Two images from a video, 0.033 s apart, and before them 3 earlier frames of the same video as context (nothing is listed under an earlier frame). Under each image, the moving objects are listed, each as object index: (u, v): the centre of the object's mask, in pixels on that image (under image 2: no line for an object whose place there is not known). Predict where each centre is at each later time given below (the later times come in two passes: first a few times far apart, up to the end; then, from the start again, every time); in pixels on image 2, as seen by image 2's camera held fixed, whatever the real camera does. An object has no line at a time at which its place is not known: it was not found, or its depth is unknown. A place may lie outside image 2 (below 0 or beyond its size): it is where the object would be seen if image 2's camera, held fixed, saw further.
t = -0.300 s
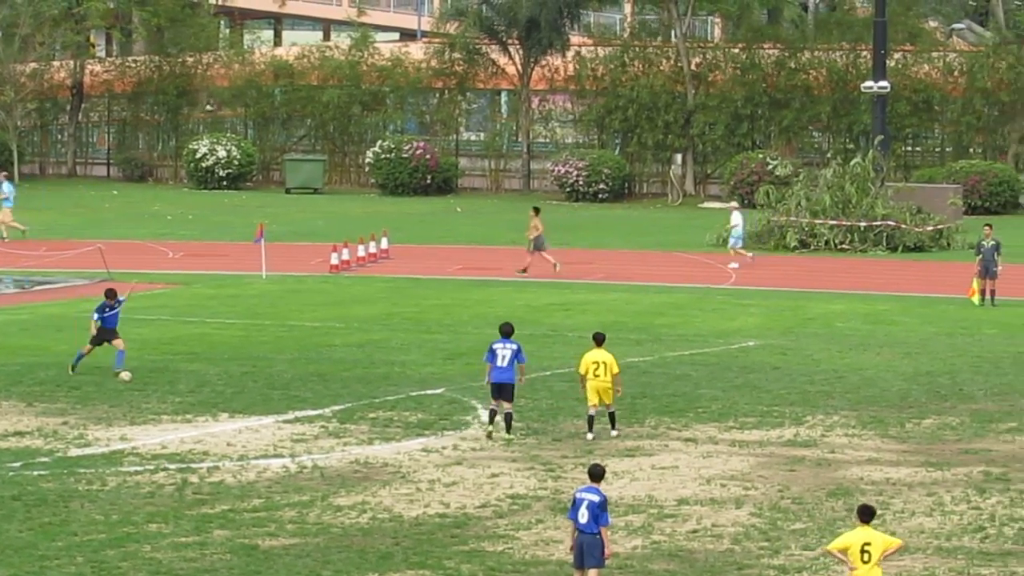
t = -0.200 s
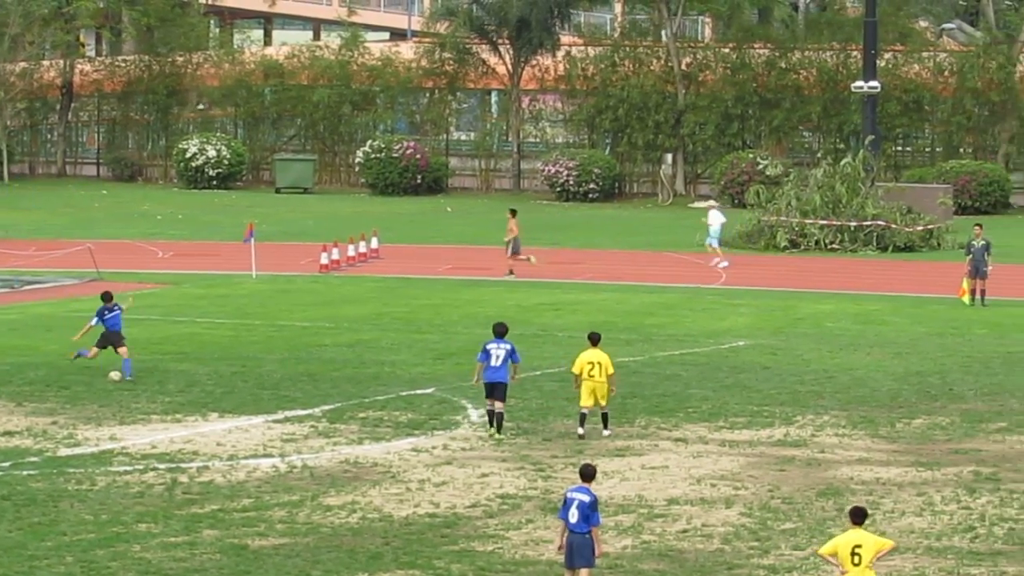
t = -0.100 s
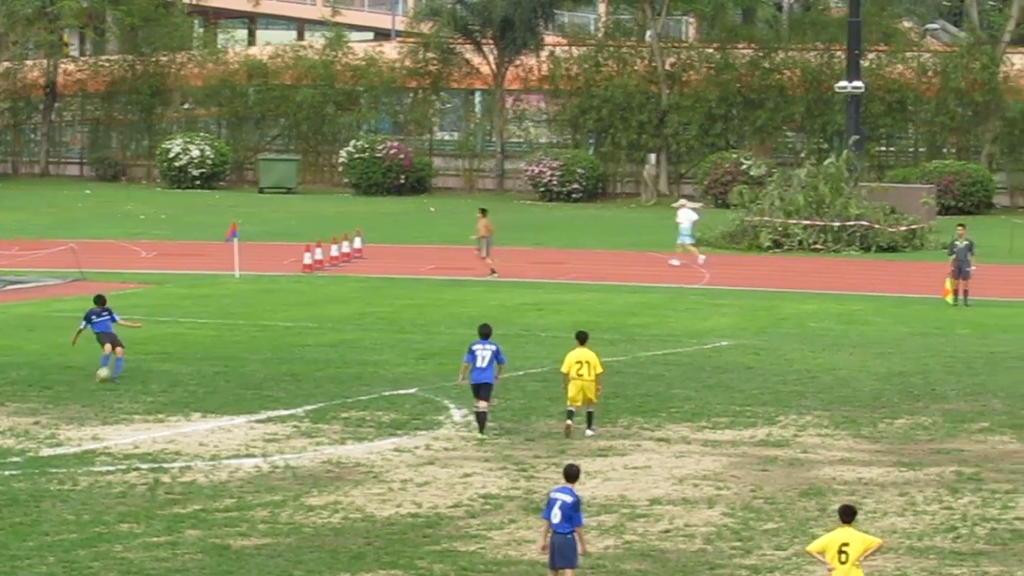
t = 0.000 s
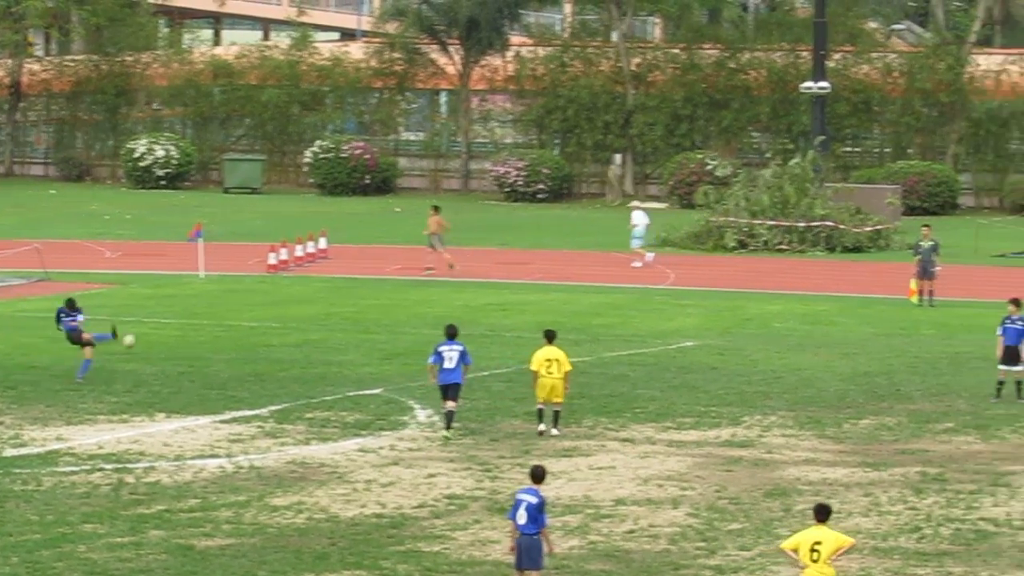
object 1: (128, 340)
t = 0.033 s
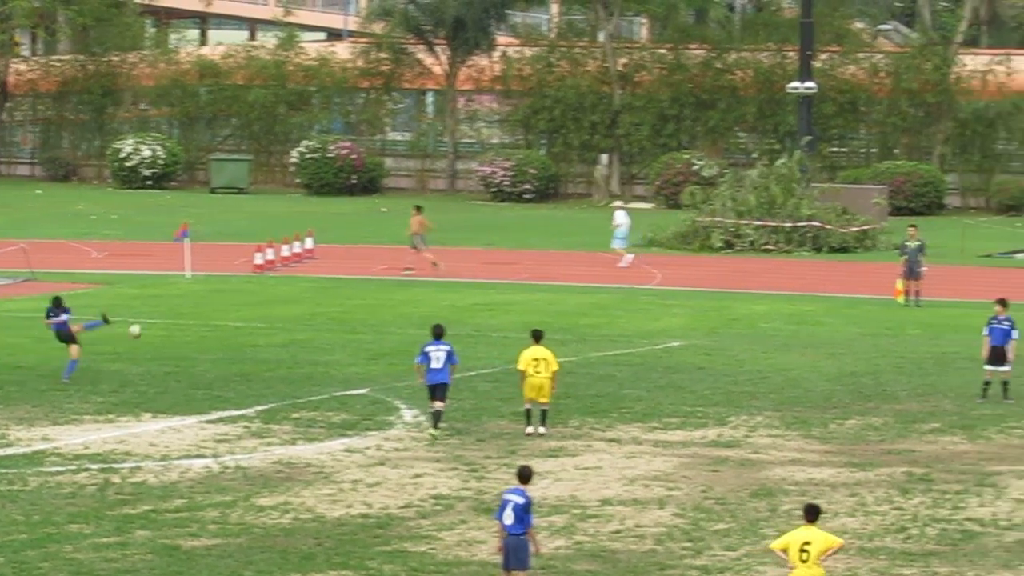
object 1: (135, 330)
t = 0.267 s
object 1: (280, 274)
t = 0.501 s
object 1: (417, 240)
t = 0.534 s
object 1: (438, 237)
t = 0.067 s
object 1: (156, 321)
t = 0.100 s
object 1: (177, 313)
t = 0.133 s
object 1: (197, 304)
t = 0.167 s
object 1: (218, 295)
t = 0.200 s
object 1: (239, 288)
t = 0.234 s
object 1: (259, 281)
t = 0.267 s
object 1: (280, 274)
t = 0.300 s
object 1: (299, 268)
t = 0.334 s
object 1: (320, 262)
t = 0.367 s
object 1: (340, 256)
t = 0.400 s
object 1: (358, 251)
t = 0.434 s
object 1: (379, 247)
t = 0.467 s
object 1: (398, 243)
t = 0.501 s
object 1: (417, 240)
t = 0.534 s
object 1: (438, 237)
